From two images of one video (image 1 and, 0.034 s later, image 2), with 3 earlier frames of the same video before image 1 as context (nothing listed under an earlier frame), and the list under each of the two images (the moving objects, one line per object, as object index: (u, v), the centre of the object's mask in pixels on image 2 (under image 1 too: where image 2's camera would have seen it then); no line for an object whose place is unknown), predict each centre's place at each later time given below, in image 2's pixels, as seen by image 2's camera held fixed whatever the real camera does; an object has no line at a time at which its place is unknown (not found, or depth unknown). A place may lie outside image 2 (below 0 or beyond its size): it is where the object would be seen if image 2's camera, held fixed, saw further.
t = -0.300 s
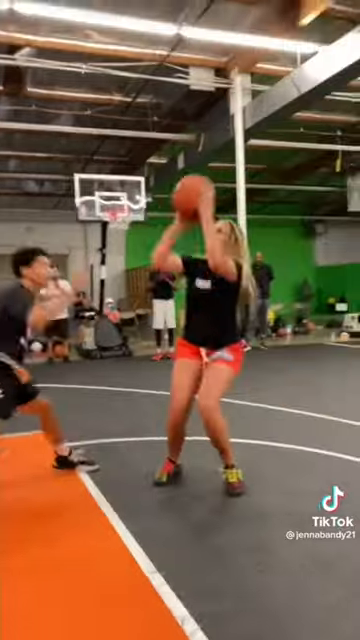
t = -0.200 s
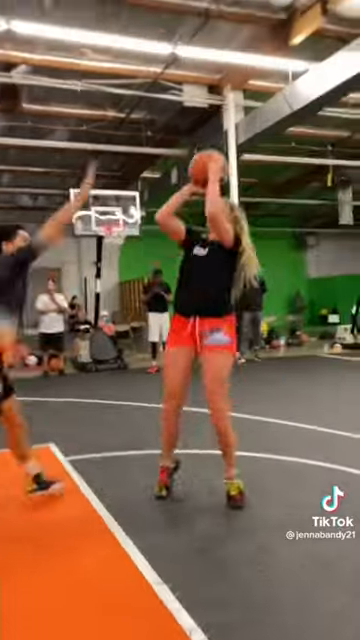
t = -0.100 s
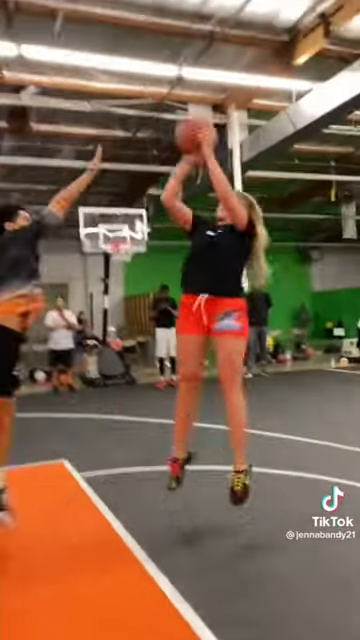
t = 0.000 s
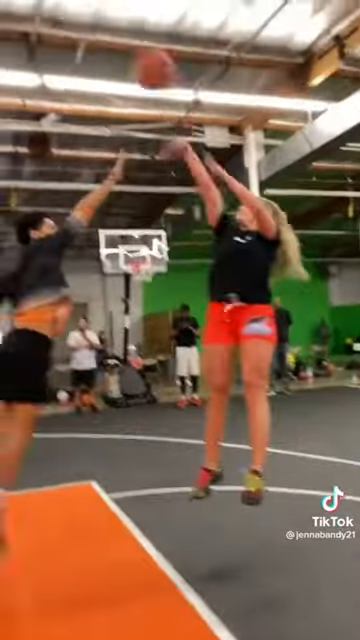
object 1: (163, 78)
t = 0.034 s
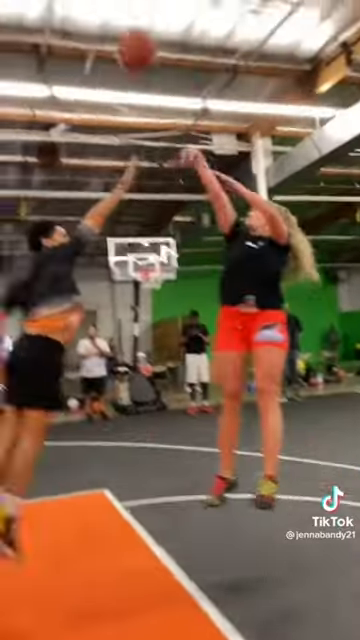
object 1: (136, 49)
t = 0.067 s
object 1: (110, 22)
